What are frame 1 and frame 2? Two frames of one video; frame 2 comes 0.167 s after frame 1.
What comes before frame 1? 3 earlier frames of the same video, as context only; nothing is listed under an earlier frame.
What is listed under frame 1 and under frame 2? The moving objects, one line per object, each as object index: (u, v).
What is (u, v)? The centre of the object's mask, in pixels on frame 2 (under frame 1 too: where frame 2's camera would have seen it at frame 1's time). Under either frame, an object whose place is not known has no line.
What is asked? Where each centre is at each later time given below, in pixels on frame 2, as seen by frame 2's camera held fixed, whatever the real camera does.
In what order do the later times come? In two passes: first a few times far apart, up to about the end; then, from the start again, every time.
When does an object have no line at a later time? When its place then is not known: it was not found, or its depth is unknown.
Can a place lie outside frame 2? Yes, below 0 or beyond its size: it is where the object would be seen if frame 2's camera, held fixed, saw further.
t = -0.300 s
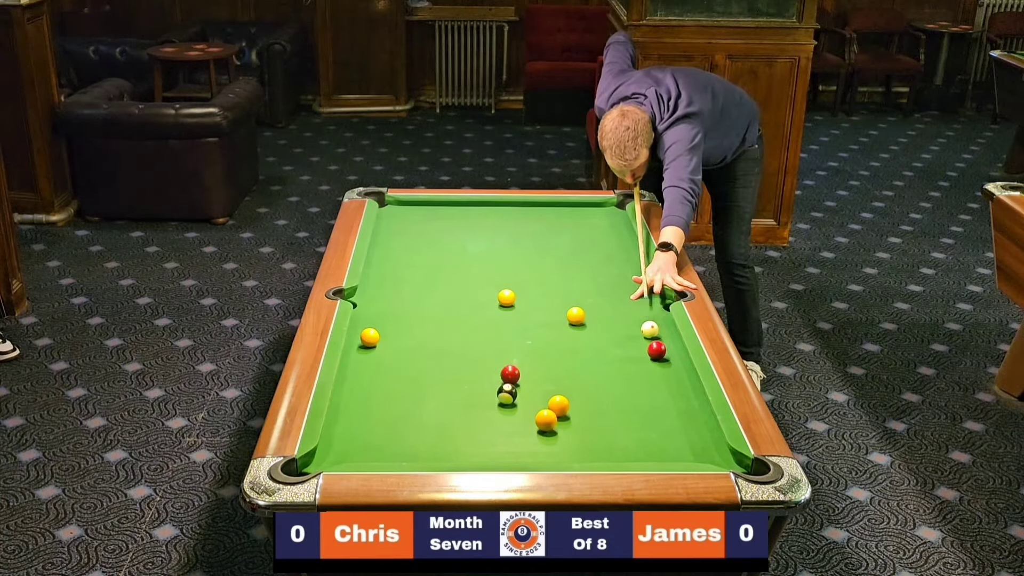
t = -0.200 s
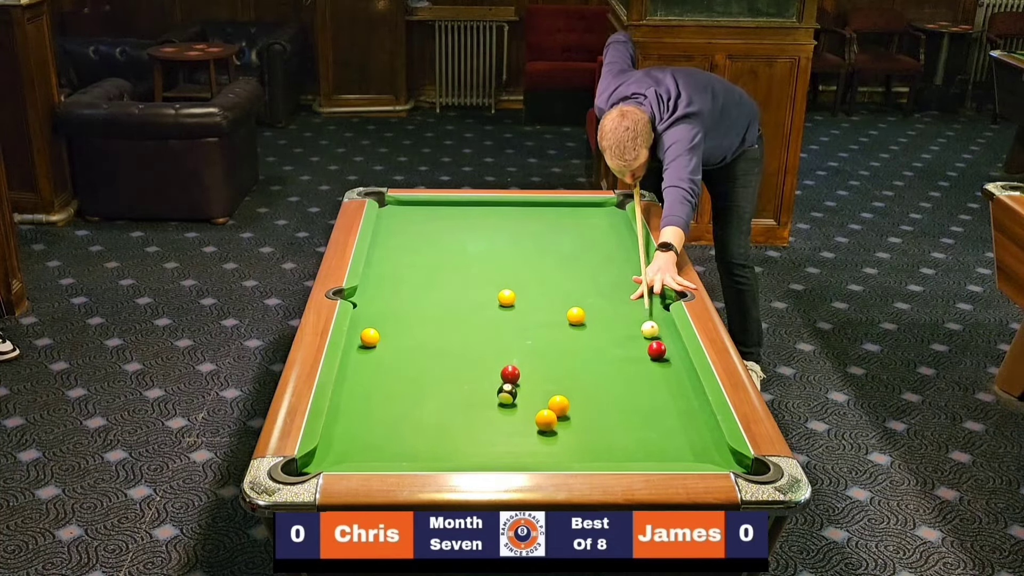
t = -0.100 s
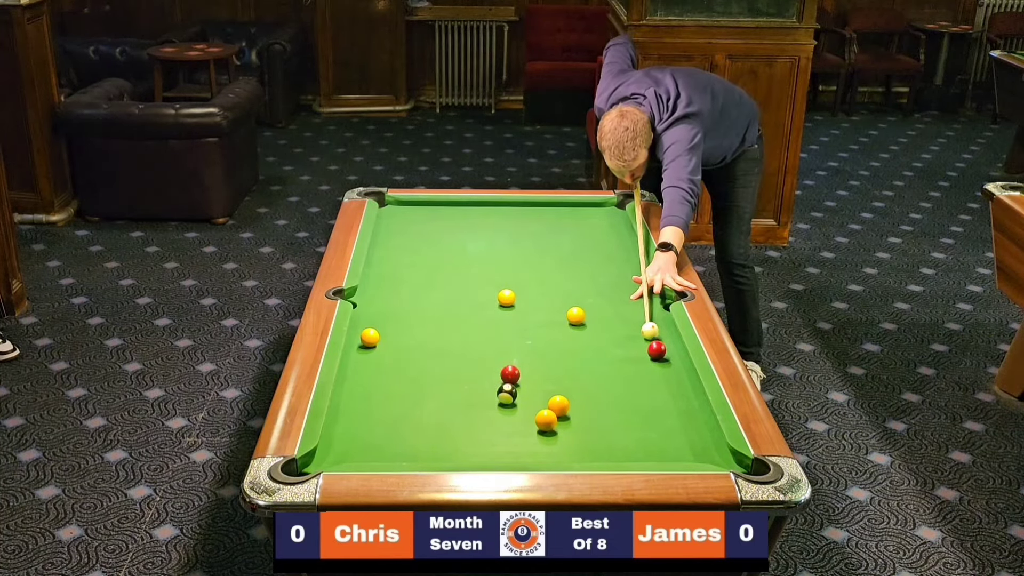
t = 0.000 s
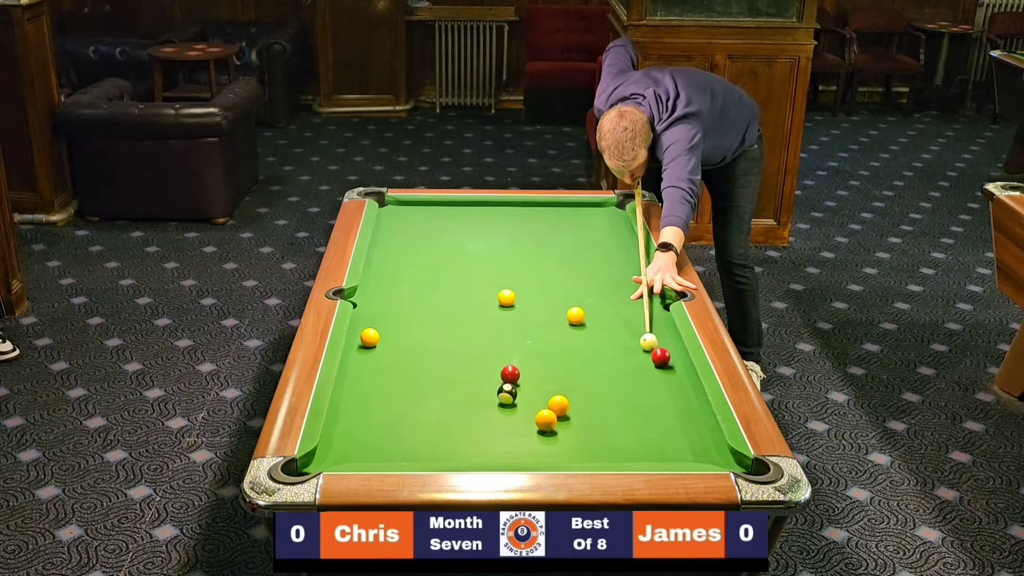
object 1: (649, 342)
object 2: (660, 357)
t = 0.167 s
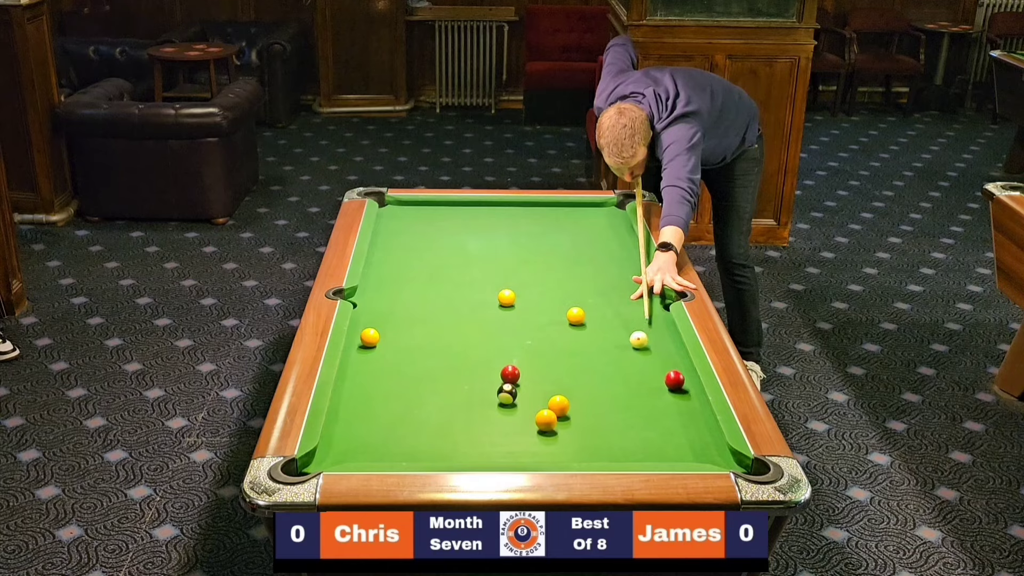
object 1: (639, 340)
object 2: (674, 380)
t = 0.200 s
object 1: (637, 339)
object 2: (677, 385)
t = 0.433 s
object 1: (625, 336)
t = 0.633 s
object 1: (616, 334)
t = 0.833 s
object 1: (609, 333)
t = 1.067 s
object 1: (602, 331)
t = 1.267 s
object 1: (597, 330)
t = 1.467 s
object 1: (594, 329)
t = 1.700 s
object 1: (592, 328)
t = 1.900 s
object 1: (592, 328)
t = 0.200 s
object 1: (637, 339)
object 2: (677, 385)
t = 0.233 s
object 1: (635, 339)
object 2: (680, 390)
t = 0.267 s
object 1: (633, 338)
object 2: (683, 394)
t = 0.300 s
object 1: (632, 338)
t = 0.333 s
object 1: (630, 338)
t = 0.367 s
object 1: (628, 337)
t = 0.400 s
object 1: (626, 337)
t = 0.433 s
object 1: (625, 336)
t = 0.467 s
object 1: (623, 336)
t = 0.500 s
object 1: (622, 336)
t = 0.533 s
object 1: (620, 335)
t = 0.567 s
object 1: (619, 335)
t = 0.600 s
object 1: (617, 335)
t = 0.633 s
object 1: (616, 334)
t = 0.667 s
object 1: (615, 334)
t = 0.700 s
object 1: (613, 334)
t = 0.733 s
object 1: (612, 333)
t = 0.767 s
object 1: (611, 333)
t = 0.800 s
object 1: (610, 333)
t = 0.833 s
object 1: (609, 333)
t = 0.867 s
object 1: (607, 332)
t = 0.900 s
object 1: (607, 332)
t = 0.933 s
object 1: (605, 332)
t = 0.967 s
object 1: (604, 332)
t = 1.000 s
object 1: (604, 331)
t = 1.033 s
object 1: (603, 331)
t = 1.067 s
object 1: (602, 331)
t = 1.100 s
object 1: (601, 331)
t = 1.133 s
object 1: (600, 330)
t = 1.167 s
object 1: (599, 330)
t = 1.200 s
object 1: (599, 330)
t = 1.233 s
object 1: (598, 330)
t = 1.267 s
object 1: (597, 330)
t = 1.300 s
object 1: (597, 330)
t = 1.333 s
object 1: (596, 330)
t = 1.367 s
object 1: (595, 329)
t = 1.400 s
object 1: (595, 329)
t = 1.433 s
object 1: (594, 329)
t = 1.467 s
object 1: (594, 329)
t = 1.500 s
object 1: (594, 329)
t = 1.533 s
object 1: (593, 329)
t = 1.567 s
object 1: (593, 328)
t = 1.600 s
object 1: (592, 328)
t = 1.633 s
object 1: (592, 328)
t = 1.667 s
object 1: (592, 328)
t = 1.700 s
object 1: (592, 328)
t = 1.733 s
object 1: (592, 328)
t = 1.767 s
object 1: (592, 328)
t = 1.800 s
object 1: (591, 328)
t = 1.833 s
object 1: (592, 328)
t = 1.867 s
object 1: (592, 328)
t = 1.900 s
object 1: (592, 328)
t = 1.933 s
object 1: (592, 328)
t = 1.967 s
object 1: (592, 328)
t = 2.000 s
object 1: (592, 328)
